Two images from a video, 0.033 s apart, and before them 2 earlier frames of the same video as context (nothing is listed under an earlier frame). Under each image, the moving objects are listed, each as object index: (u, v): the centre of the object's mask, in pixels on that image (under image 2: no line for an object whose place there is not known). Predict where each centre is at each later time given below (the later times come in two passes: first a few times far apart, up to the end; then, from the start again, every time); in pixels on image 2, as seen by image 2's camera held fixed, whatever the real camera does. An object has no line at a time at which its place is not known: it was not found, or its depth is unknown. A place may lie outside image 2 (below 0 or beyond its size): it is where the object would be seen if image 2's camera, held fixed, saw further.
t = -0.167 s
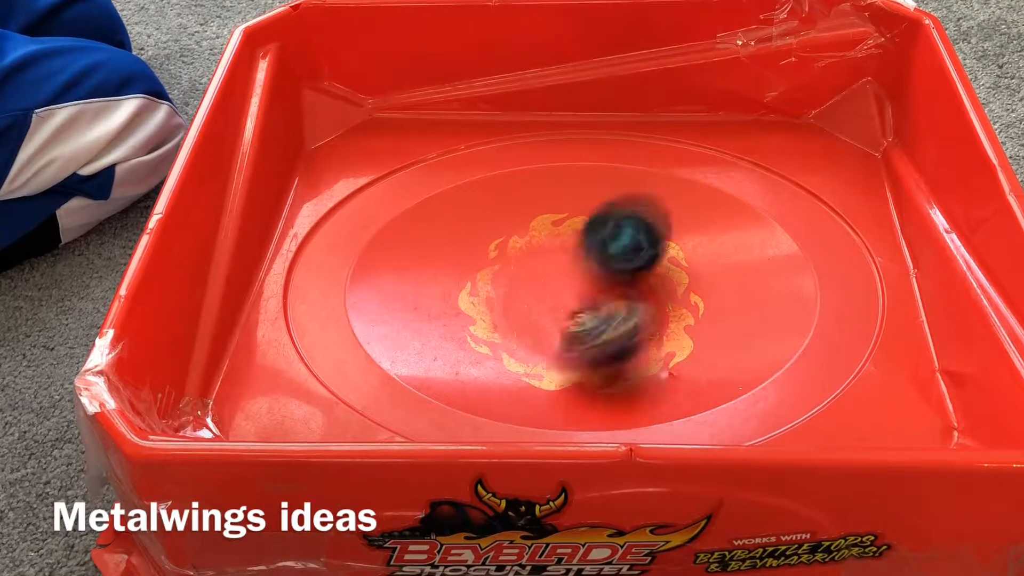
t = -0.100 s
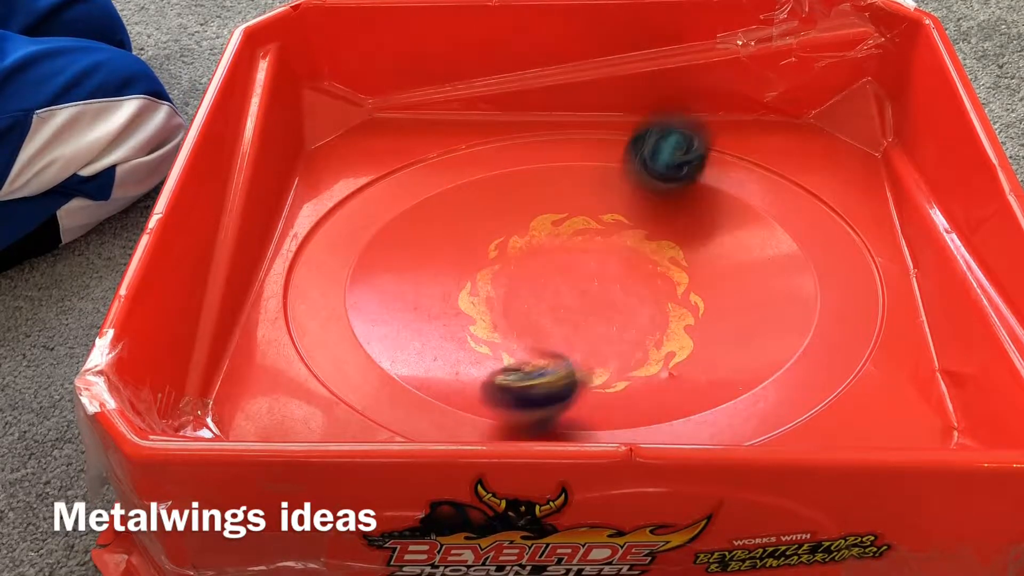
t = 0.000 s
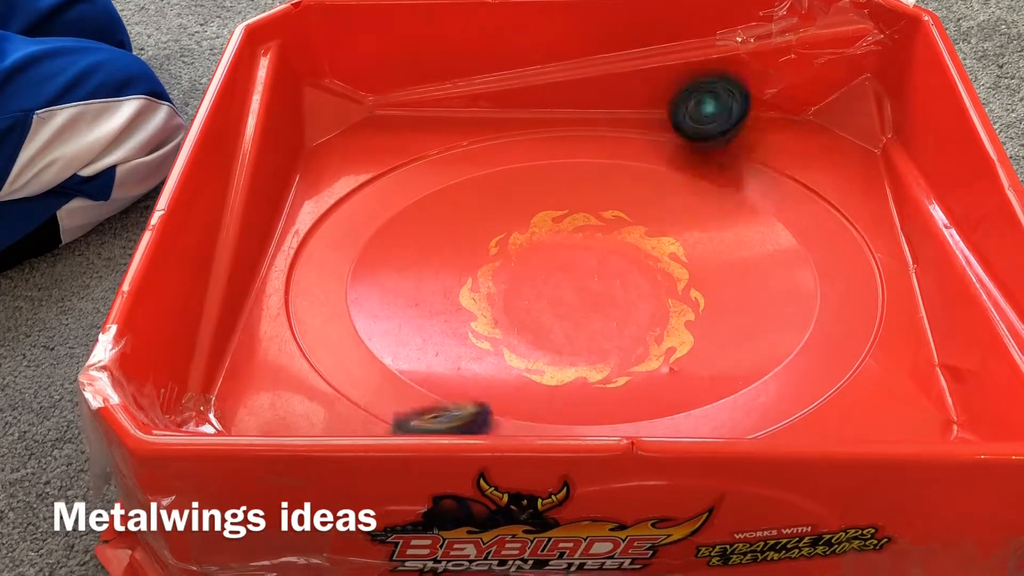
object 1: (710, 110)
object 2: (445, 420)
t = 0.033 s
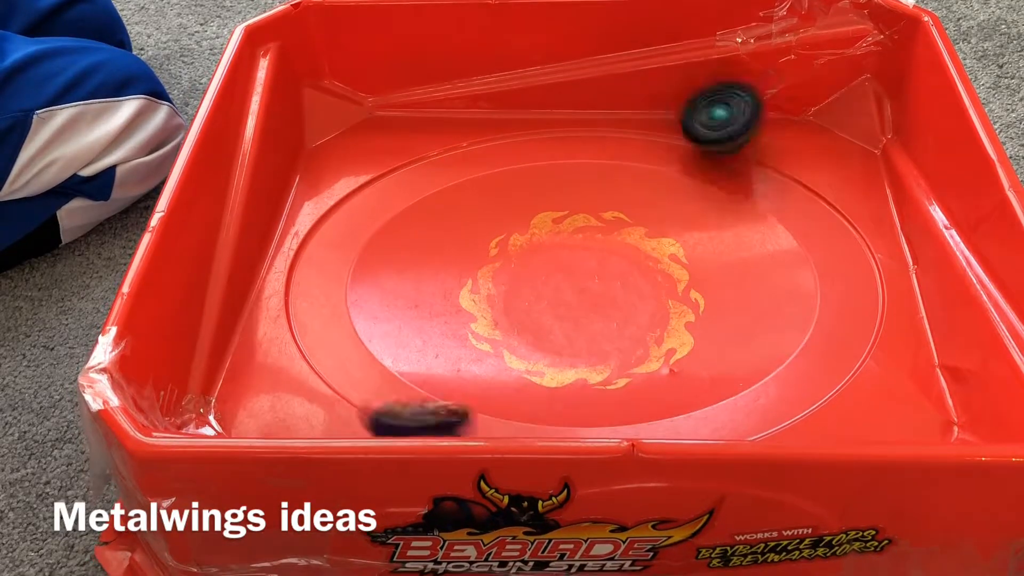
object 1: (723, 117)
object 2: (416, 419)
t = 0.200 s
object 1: (749, 176)
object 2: (336, 368)
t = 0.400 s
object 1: (680, 267)
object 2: (328, 299)
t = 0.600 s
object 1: (566, 312)
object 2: (426, 241)
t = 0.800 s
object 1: (521, 281)
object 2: (627, 207)
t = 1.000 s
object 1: (530, 265)
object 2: (727, 197)
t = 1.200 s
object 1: (561, 252)
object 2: (677, 256)
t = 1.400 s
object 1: (574, 231)
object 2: (620, 327)
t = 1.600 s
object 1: (578, 223)
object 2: (624, 329)
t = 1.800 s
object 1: (576, 235)
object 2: (600, 307)
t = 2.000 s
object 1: (563, 234)
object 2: (563, 312)
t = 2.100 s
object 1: (560, 228)
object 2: (558, 317)
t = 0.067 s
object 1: (733, 128)
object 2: (398, 409)
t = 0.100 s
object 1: (740, 142)
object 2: (381, 405)
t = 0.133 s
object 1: (744, 152)
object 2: (363, 394)
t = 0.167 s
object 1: (747, 164)
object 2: (350, 384)
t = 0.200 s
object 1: (749, 176)
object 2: (336, 368)
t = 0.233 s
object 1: (748, 191)
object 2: (328, 355)
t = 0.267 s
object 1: (741, 205)
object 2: (319, 344)
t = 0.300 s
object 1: (730, 221)
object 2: (316, 331)
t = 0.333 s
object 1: (716, 237)
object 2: (316, 324)
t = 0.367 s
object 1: (699, 253)
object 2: (318, 311)
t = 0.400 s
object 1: (680, 267)
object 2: (328, 299)
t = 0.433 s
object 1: (661, 278)
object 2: (336, 286)
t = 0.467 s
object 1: (639, 290)
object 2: (349, 272)
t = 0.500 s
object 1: (619, 297)
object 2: (366, 264)
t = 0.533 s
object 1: (600, 304)
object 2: (380, 253)
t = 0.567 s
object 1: (582, 309)
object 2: (402, 245)
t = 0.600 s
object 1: (566, 312)
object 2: (426, 241)
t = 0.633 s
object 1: (551, 313)
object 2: (453, 236)
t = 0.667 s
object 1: (540, 313)
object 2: (486, 233)
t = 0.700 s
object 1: (530, 312)
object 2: (521, 231)
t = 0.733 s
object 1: (522, 307)
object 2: (556, 226)
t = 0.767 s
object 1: (518, 302)
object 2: (594, 216)
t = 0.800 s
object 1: (521, 281)
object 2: (627, 207)
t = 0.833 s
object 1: (522, 277)
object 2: (656, 200)
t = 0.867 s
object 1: (522, 274)
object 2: (679, 193)
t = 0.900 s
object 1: (520, 274)
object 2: (698, 188)
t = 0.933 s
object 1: (526, 267)
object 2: (712, 188)
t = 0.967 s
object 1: (529, 265)
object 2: (722, 191)
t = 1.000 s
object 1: (530, 265)
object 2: (727, 197)
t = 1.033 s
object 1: (536, 262)
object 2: (728, 205)
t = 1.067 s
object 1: (542, 257)
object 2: (725, 217)
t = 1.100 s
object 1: (546, 255)
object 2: (716, 227)
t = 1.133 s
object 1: (551, 254)
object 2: (704, 238)
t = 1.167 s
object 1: (556, 253)
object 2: (690, 247)
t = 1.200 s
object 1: (561, 252)
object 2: (677, 256)
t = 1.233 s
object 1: (566, 253)
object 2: (667, 264)
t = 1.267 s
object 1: (570, 252)
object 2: (656, 276)
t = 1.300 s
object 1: (574, 249)
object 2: (643, 286)
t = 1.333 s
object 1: (575, 244)
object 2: (630, 298)
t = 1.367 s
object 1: (574, 239)
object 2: (622, 314)
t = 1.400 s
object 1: (574, 231)
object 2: (620, 327)
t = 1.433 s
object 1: (575, 228)
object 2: (620, 334)
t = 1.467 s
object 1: (574, 225)
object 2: (620, 337)
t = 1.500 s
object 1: (575, 223)
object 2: (620, 337)
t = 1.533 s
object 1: (576, 223)
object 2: (621, 335)
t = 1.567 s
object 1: (576, 223)
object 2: (623, 332)
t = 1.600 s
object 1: (578, 223)
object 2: (624, 329)
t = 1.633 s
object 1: (579, 225)
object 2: (624, 326)
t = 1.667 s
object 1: (579, 227)
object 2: (622, 323)
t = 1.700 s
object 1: (580, 228)
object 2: (619, 319)
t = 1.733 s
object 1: (579, 231)
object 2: (615, 314)
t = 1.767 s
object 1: (578, 233)
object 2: (608, 311)
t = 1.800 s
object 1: (576, 235)
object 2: (600, 307)
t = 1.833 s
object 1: (574, 237)
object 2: (592, 304)
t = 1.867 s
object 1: (571, 238)
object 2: (584, 303)
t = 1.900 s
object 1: (568, 240)
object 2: (577, 304)
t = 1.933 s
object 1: (566, 240)
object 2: (571, 307)
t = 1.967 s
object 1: (564, 237)
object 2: (566, 311)
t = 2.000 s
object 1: (563, 234)
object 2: (563, 312)
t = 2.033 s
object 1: (562, 232)
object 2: (561, 314)
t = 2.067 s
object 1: (561, 229)
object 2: (560, 316)
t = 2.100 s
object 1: (560, 228)
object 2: (558, 317)
